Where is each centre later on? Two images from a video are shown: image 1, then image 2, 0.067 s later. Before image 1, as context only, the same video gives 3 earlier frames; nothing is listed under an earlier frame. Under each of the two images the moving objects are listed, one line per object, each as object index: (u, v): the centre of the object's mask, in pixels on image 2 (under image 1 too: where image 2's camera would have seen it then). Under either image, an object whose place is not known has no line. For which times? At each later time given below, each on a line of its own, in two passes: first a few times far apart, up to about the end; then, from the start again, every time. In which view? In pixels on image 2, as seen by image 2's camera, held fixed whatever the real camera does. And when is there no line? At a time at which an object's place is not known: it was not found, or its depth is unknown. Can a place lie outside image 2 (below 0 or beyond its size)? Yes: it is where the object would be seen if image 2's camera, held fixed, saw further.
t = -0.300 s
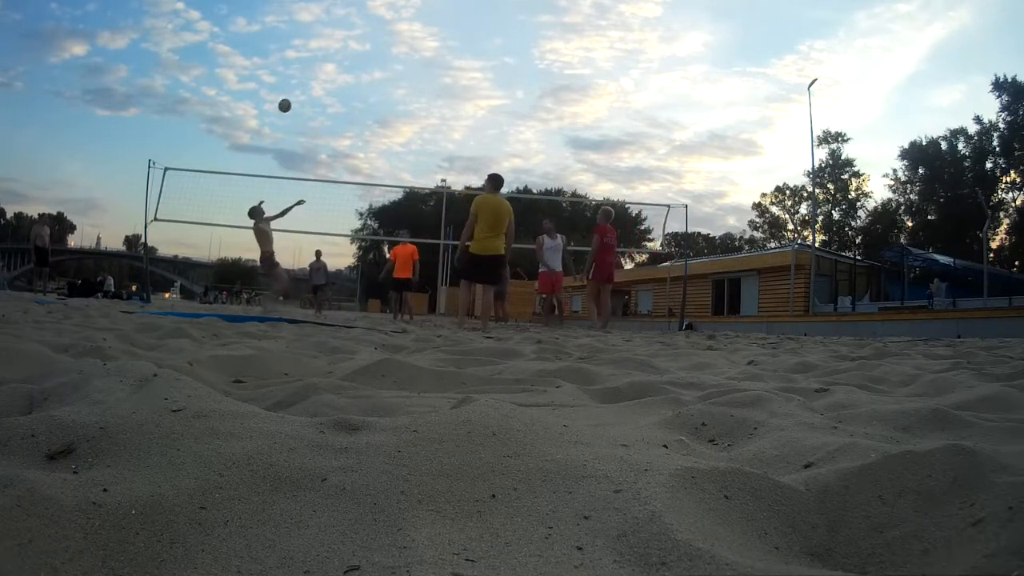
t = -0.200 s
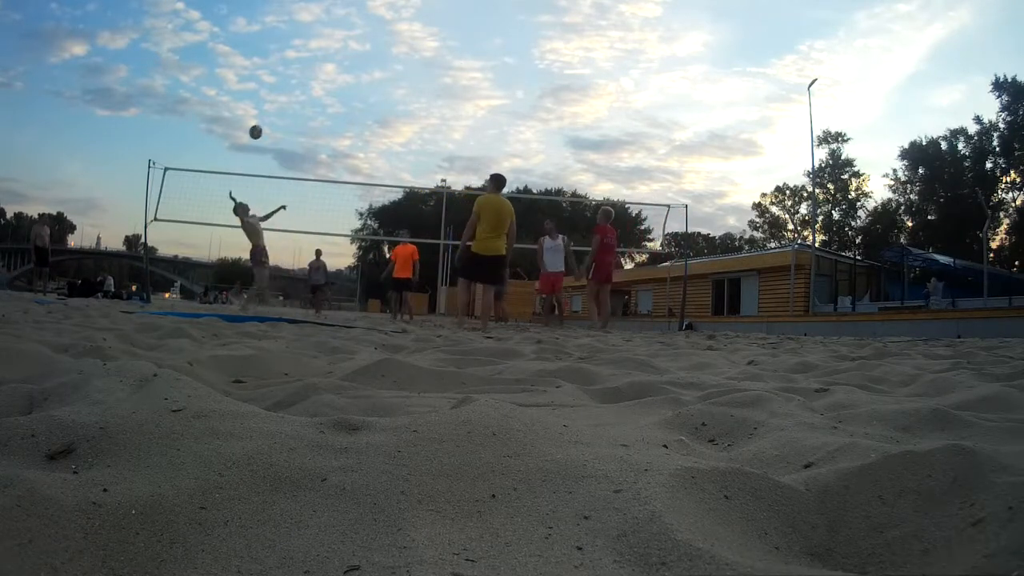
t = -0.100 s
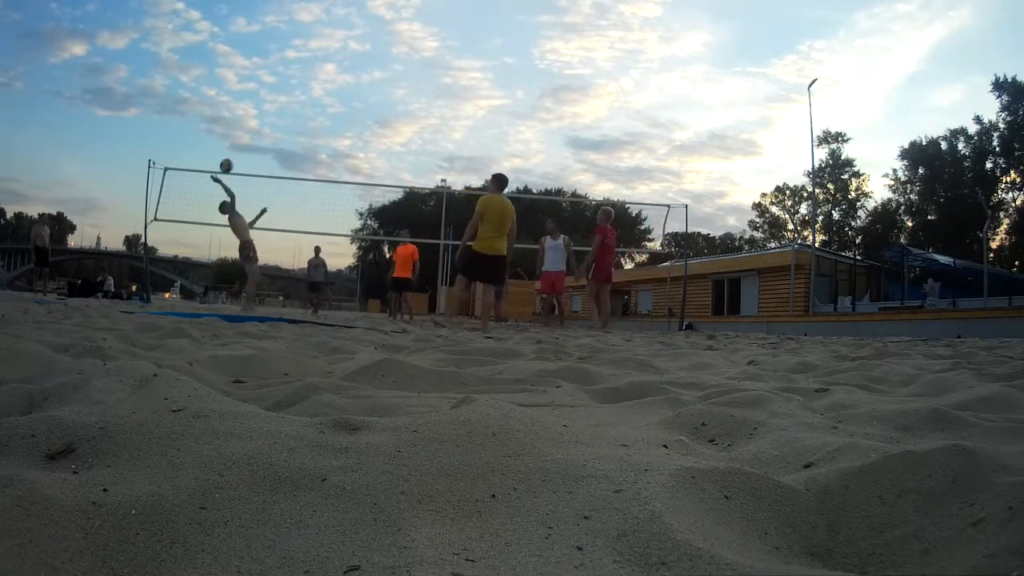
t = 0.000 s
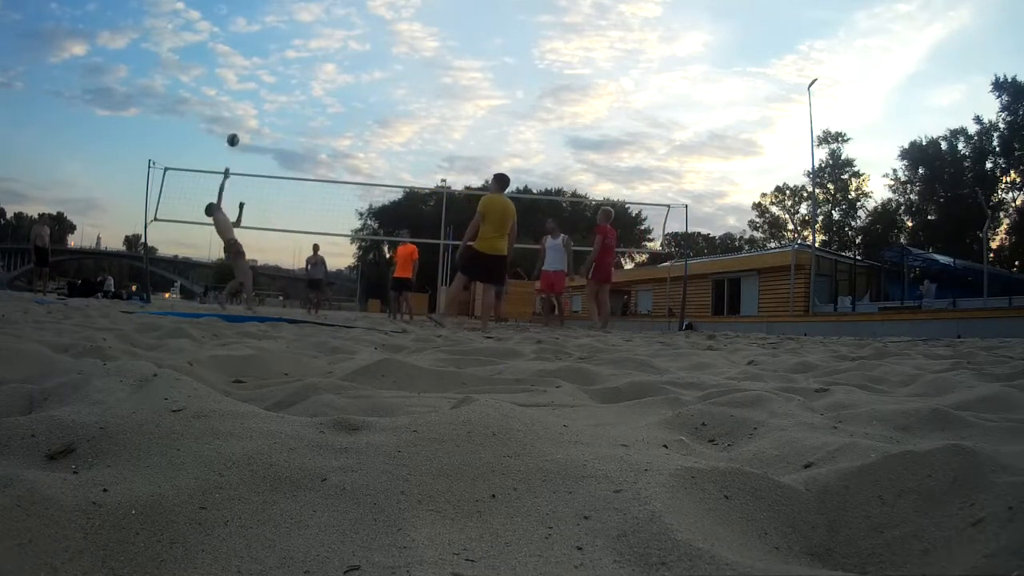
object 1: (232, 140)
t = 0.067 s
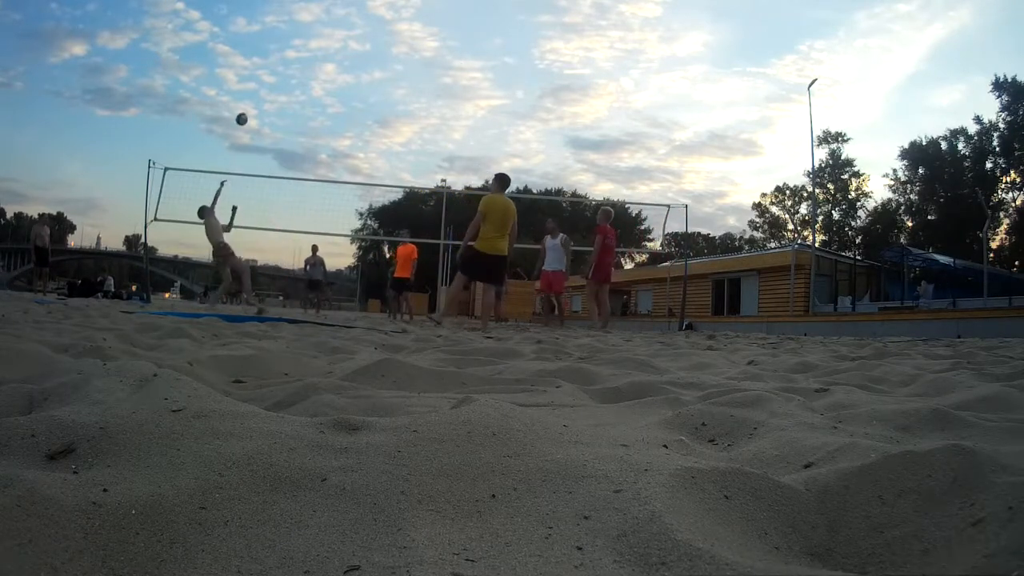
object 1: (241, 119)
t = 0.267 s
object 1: (263, 80)
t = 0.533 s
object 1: (281, 69)
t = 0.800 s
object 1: (291, 91)
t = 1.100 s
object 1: (295, 147)
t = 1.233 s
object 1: (295, 181)
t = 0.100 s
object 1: (246, 110)
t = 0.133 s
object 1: (250, 102)
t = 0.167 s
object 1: (253, 96)
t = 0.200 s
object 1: (257, 90)
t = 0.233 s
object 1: (260, 85)
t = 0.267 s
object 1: (263, 80)
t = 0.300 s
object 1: (266, 77)
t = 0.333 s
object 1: (269, 74)
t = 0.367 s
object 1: (271, 72)
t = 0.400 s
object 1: (274, 70)
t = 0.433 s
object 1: (276, 69)
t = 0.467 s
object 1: (278, 69)
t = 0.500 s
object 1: (280, 69)
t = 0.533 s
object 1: (281, 69)
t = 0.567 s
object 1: (283, 70)
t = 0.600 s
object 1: (285, 72)
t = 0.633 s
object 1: (286, 74)
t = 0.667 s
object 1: (287, 77)
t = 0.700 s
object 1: (288, 80)
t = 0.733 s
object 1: (289, 83)
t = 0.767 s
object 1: (290, 87)
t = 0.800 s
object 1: (291, 91)
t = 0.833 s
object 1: (292, 96)
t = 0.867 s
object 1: (293, 101)
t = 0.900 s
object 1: (293, 106)
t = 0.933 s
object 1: (293, 112)
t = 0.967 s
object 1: (294, 118)
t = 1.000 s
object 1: (294, 125)
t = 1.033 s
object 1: (295, 132)
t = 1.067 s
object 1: (295, 139)
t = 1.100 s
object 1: (295, 147)
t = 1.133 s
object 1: (295, 155)
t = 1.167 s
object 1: (295, 164)
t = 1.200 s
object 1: (295, 172)
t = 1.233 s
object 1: (295, 181)
